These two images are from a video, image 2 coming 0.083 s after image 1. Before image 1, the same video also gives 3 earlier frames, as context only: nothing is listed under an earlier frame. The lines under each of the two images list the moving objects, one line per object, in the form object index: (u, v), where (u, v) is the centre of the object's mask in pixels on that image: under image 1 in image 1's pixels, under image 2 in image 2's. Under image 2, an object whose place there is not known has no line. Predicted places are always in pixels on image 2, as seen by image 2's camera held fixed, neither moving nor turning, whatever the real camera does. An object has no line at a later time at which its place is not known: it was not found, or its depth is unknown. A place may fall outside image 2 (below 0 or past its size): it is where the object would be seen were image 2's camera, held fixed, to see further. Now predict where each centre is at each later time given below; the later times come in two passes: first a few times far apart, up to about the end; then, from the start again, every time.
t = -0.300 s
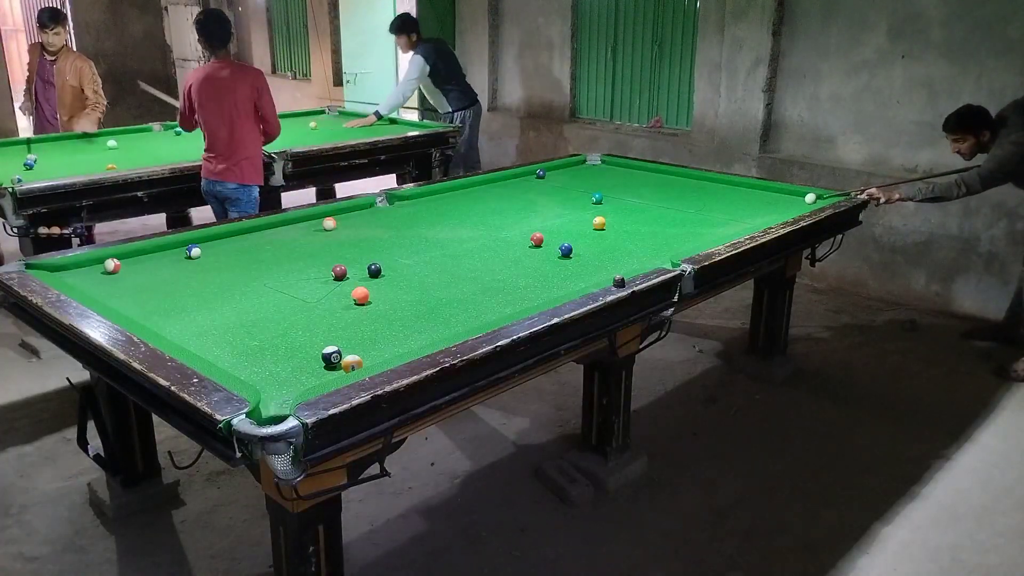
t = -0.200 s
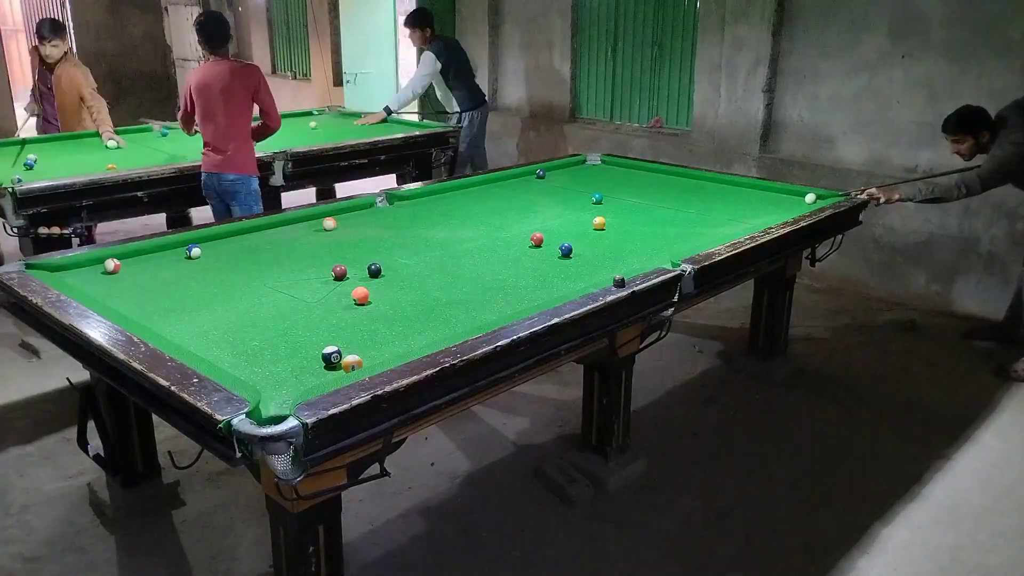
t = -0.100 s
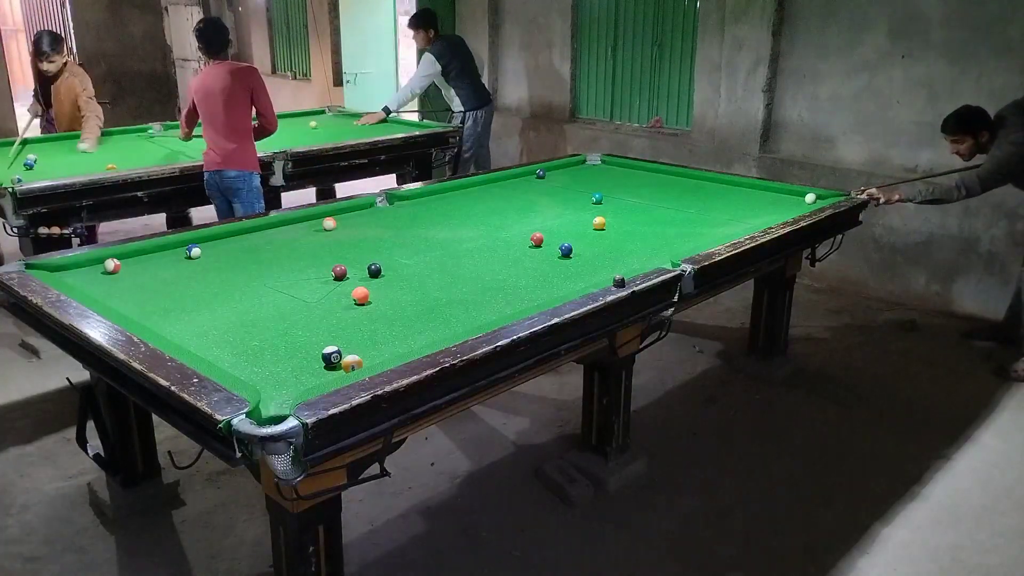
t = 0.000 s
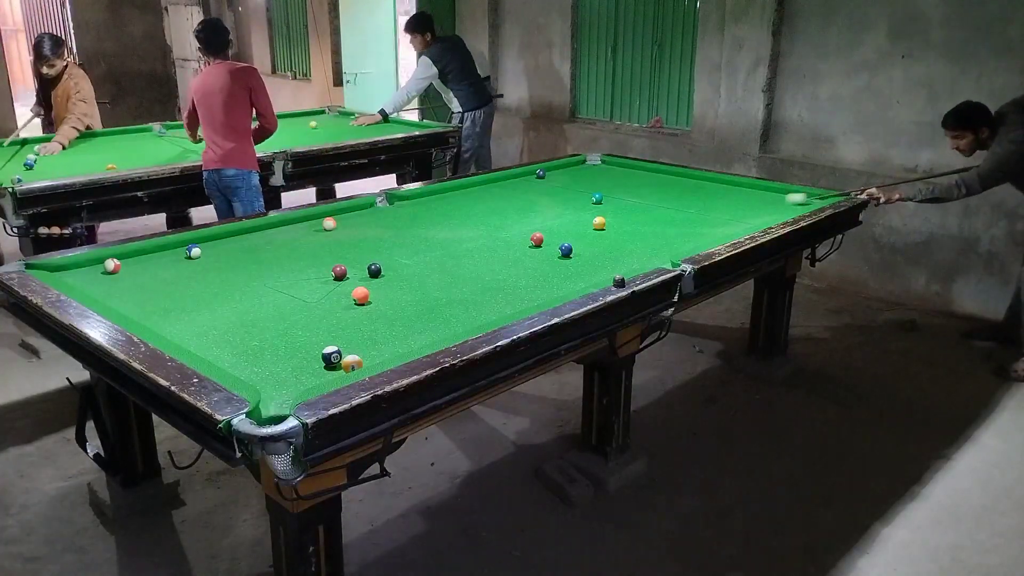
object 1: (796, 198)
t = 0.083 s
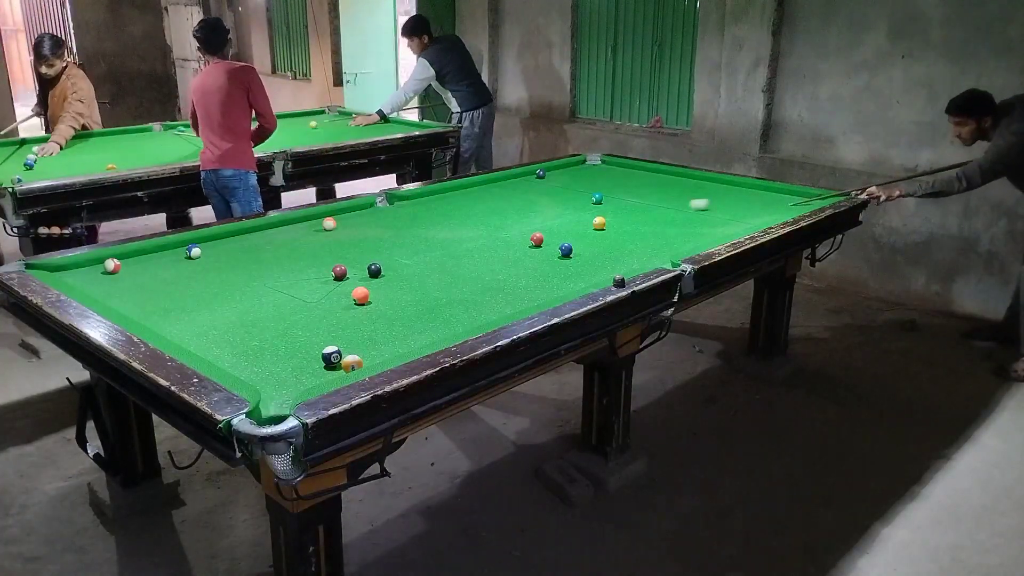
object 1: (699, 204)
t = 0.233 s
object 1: (545, 213)
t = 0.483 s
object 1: (328, 229)
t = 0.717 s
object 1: (279, 249)
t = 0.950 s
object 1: (256, 269)
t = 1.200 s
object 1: (232, 290)
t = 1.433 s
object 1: (210, 309)
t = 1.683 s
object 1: (187, 329)
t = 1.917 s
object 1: (188, 338)
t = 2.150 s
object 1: (209, 338)
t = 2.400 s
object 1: (219, 338)
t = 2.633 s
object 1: (218, 338)
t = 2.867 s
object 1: (218, 338)
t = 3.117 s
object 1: (218, 338)
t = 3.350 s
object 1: (218, 338)
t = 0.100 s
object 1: (682, 205)
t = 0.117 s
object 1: (665, 206)
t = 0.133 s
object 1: (648, 207)
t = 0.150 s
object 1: (631, 208)
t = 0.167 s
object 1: (614, 209)
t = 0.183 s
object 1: (597, 210)
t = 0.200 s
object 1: (579, 211)
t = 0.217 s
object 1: (562, 212)
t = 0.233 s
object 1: (545, 213)
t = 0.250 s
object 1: (527, 214)
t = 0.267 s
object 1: (509, 215)
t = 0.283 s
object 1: (490, 216)
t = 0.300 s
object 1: (472, 217)
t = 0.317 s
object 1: (454, 218)
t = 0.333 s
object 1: (435, 219)
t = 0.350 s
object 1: (416, 220)
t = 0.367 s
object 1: (397, 221)
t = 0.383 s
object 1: (379, 222)
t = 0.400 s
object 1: (359, 223)
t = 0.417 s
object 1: (343, 224)
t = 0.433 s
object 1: (340, 226)
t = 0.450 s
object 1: (337, 227)
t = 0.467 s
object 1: (333, 228)
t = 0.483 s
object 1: (328, 229)
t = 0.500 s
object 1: (323, 231)
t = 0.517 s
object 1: (316, 232)
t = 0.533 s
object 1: (310, 233)
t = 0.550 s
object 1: (304, 234)
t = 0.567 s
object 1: (297, 236)
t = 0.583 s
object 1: (291, 237)
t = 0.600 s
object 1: (290, 238)
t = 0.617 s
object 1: (289, 240)
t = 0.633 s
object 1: (287, 241)
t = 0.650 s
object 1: (286, 243)
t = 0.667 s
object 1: (284, 244)
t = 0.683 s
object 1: (282, 246)
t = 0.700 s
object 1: (281, 247)
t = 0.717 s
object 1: (279, 249)
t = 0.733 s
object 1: (278, 250)
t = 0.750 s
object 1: (276, 251)
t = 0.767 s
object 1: (274, 253)
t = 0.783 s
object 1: (273, 254)
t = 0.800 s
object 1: (271, 256)
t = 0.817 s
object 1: (269, 257)
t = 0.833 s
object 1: (268, 259)
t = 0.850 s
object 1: (266, 260)
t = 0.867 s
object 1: (264, 261)
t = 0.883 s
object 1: (263, 263)
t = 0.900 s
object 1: (261, 264)
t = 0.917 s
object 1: (259, 266)
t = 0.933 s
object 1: (258, 267)
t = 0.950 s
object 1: (256, 269)
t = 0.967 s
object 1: (254, 270)
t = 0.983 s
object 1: (253, 272)
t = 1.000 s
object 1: (251, 273)
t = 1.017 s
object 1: (250, 274)
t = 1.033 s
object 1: (248, 276)
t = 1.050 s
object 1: (247, 277)
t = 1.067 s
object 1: (245, 279)
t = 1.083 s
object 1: (243, 280)
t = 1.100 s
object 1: (242, 281)
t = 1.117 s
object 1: (240, 283)
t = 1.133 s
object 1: (238, 284)
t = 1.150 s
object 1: (237, 286)
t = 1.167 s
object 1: (235, 287)
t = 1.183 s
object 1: (234, 289)
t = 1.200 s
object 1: (232, 290)
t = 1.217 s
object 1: (231, 291)
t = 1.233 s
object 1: (229, 293)
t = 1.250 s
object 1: (227, 294)
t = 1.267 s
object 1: (226, 296)
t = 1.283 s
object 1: (224, 297)
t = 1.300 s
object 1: (223, 298)
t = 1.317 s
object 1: (221, 300)
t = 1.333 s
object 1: (219, 301)
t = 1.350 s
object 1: (218, 302)
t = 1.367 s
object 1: (216, 304)
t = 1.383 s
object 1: (214, 306)
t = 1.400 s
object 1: (213, 307)
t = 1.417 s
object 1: (211, 308)
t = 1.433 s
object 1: (210, 309)
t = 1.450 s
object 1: (208, 311)
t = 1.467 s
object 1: (206, 312)
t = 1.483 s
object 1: (205, 314)
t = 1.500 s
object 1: (203, 315)
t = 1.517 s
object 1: (202, 316)
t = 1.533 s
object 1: (200, 317)
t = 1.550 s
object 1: (199, 319)
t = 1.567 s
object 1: (197, 320)
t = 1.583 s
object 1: (196, 321)
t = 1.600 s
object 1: (194, 323)
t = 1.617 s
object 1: (193, 324)
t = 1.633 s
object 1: (192, 325)
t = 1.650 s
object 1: (190, 326)
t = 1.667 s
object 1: (189, 328)
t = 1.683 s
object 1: (187, 329)
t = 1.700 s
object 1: (186, 330)
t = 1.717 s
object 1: (184, 331)
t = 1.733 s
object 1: (183, 333)
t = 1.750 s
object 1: (182, 334)
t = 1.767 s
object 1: (181, 334)
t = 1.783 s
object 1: (180, 335)
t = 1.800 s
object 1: (179, 336)
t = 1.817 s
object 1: (178, 336)
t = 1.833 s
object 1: (178, 336)
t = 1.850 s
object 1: (180, 337)
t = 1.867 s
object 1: (182, 337)
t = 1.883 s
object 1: (184, 337)
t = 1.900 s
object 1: (186, 338)
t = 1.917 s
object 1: (188, 338)
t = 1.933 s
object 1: (190, 338)
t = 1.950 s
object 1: (191, 338)
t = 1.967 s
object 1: (193, 338)
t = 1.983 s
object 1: (195, 338)
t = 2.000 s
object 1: (197, 337)
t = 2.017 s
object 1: (198, 337)
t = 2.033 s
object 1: (200, 337)
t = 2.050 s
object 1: (201, 338)
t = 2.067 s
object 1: (203, 338)
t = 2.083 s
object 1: (205, 338)
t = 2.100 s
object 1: (206, 337)
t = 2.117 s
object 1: (207, 338)
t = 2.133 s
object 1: (208, 338)
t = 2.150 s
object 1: (209, 338)
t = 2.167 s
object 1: (210, 338)
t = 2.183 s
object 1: (211, 338)
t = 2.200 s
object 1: (212, 338)
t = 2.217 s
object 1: (213, 338)
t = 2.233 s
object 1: (214, 338)
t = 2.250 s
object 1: (215, 338)
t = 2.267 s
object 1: (216, 338)
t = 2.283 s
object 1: (216, 338)
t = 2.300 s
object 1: (217, 338)
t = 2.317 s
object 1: (217, 338)
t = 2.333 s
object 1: (218, 338)
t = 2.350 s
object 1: (218, 338)
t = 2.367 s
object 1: (218, 338)
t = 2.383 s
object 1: (219, 338)
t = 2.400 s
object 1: (219, 338)
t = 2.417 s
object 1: (219, 338)
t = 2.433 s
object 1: (219, 338)
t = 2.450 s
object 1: (219, 338)
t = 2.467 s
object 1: (219, 338)
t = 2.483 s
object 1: (219, 338)
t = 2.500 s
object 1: (218, 338)
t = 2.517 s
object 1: (218, 338)
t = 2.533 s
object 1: (218, 338)
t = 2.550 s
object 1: (218, 338)
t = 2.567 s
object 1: (218, 338)
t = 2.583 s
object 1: (218, 338)
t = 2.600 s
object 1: (218, 338)
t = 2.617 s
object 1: (218, 338)
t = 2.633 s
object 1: (218, 338)
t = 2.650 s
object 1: (218, 338)
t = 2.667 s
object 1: (218, 338)
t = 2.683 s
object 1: (218, 338)
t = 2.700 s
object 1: (218, 338)
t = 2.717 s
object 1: (218, 338)
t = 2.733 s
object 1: (218, 338)
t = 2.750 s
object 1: (218, 338)
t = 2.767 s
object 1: (218, 338)
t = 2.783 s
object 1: (218, 338)
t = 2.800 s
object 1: (218, 338)
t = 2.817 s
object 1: (218, 338)
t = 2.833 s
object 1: (218, 338)
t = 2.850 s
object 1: (218, 338)
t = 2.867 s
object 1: (218, 338)
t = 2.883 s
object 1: (218, 338)
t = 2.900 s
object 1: (218, 338)
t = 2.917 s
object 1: (218, 338)
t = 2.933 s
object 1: (218, 338)
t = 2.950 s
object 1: (218, 338)
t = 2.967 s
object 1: (218, 338)
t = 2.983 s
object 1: (218, 338)
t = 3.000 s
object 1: (218, 338)
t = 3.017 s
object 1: (218, 338)
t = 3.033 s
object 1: (218, 338)
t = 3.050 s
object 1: (218, 338)
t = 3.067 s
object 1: (218, 338)
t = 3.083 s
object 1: (218, 338)
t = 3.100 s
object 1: (218, 338)
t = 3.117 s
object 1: (218, 338)
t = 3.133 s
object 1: (218, 338)
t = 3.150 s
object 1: (218, 338)
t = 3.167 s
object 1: (218, 338)
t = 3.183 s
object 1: (218, 338)
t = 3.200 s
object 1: (218, 338)
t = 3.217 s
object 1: (218, 338)
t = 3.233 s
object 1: (218, 338)
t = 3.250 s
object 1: (218, 338)
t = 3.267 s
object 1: (218, 338)
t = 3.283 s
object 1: (218, 338)
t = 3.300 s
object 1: (218, 338)
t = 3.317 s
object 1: (218, 338)
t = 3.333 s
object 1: (218, 338)
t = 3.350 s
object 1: (218, 338)
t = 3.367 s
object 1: (218, 338)
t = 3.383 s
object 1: (218, 338)
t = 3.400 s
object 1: (218, 338)
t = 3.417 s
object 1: (218, 338)
